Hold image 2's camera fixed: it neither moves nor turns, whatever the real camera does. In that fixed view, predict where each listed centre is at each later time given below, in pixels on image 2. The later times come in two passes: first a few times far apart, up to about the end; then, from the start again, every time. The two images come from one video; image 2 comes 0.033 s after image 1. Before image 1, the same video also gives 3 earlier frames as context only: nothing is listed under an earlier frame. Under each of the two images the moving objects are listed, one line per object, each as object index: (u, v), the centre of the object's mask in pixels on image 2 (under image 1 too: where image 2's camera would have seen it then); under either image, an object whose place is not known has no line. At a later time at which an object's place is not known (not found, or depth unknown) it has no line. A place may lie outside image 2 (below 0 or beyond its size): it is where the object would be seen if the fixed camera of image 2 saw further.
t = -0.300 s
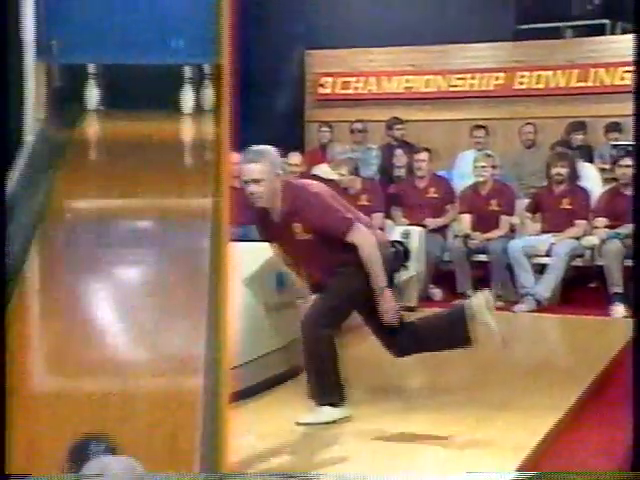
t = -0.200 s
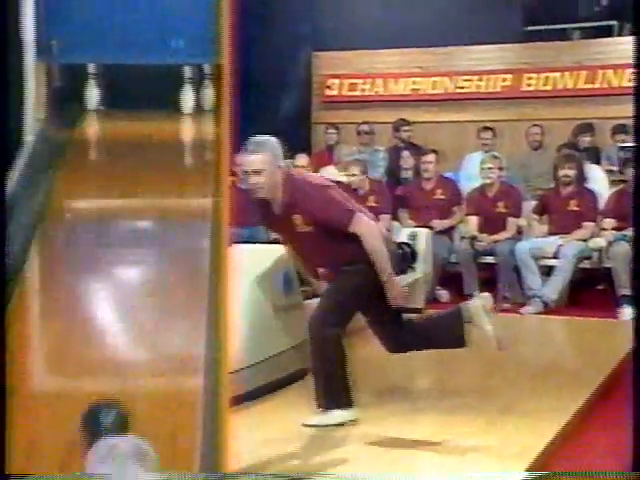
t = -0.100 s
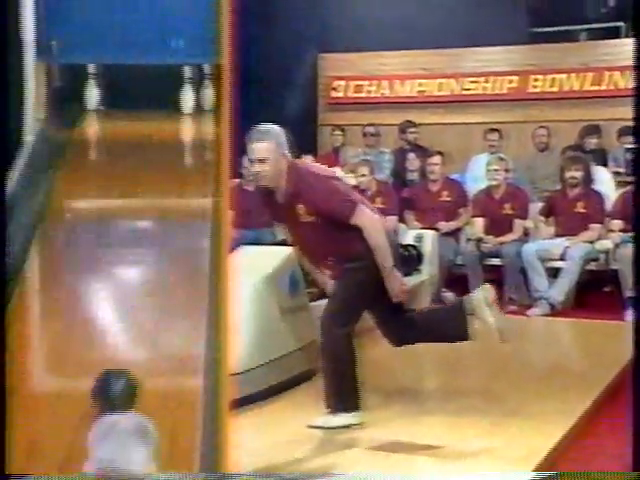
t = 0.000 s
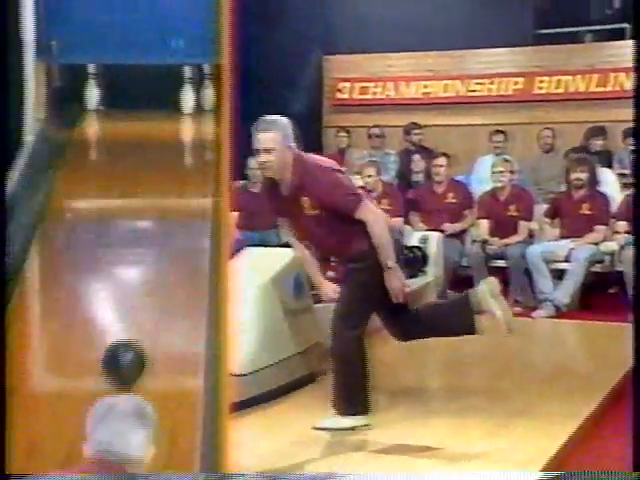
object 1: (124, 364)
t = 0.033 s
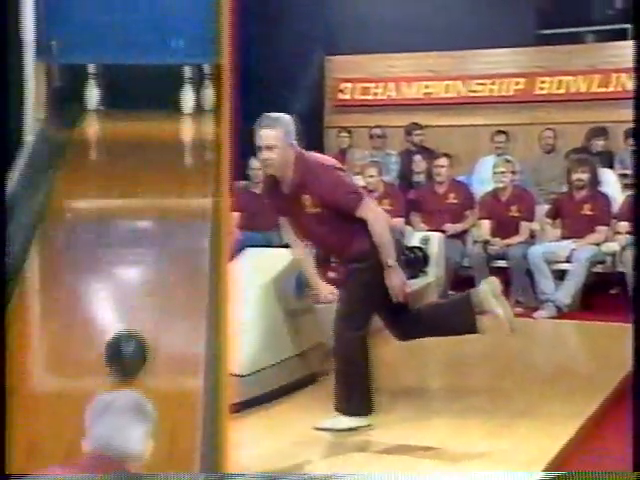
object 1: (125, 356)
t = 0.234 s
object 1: (136, 305)
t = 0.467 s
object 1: (150, 256)
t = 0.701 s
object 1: (161, 212)
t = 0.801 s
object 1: (167, 195)
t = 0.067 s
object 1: (127, 346)
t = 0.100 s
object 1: (129, 337)
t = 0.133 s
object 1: (131, 328)
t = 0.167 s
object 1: (133, 320)
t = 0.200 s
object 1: (134, 312)
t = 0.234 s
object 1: (136, 305)
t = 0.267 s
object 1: (138, 297)
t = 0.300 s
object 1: (140, 290)
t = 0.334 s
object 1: (143, 283)
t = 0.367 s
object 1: (145, 276)
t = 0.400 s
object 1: (147, 269)
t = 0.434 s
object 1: (149, 263)
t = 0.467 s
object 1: (150, 256)
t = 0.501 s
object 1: (151, 250)
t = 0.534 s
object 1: (153, 243)
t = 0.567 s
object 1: (154, 236)
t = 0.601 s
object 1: (156, 230)
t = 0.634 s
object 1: (158, 224)
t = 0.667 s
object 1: (160, 217)
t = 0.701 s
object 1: (161, 212)
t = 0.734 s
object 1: (163, 206)
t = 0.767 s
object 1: (164, 200)
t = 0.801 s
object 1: (167, 195)
